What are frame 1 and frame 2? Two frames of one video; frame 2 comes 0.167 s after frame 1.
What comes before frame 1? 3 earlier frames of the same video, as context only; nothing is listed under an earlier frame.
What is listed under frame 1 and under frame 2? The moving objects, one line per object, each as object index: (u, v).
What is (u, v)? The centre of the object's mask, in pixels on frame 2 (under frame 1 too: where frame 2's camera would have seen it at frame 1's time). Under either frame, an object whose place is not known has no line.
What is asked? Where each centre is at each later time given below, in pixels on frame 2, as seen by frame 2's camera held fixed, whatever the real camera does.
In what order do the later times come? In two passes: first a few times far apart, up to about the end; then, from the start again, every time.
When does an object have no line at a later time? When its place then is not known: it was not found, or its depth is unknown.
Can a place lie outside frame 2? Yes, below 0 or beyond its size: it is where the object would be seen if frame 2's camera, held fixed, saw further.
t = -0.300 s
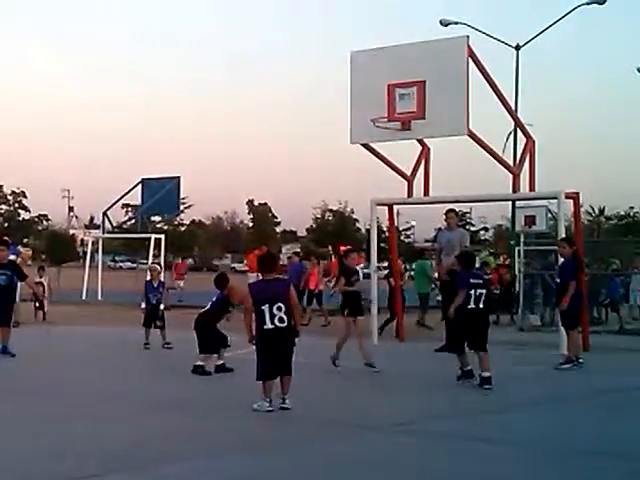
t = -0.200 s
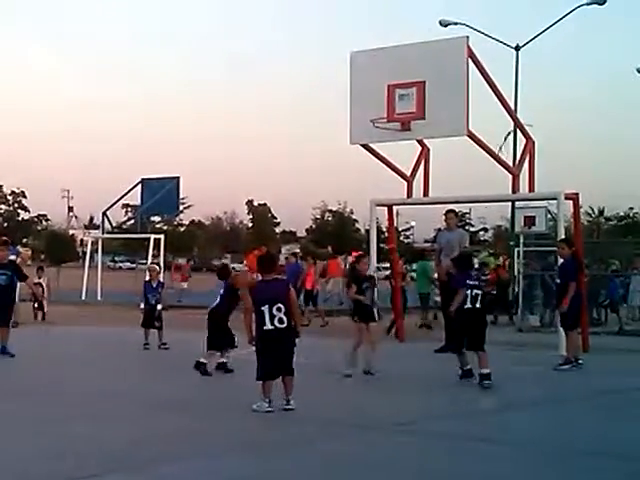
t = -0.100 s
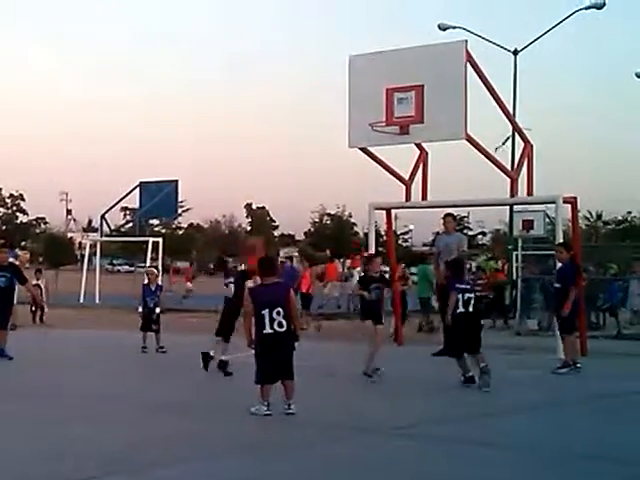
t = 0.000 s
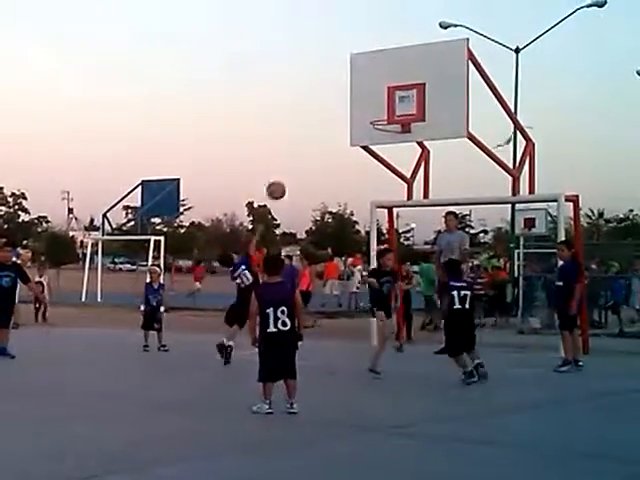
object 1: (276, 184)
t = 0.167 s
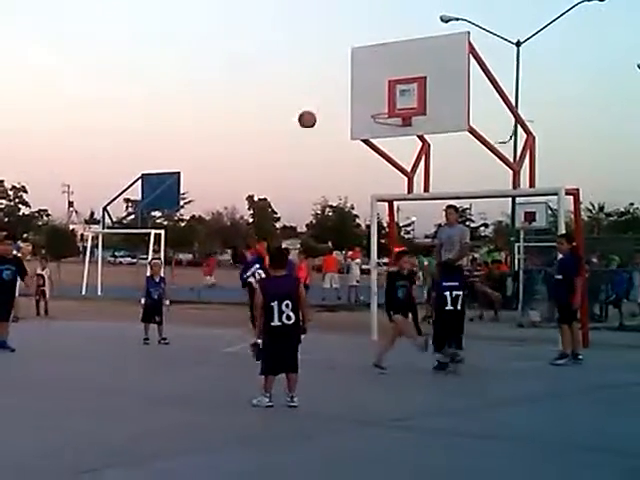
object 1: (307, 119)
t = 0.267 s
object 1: (324, 94)
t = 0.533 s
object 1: (365, 71)
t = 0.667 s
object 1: (383, 81)
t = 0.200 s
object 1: (313, 110)
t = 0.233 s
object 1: (318, 101)
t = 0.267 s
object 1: (324, 94)
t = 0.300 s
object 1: (329, 87)
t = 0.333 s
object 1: (334, 82)
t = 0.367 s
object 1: (340, 78)
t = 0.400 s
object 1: (345, 75)
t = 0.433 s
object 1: (351, 72)
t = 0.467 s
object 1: (355, 71)
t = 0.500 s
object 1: (360, 70)
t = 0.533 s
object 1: (365, 71)
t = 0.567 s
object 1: (370, 72)
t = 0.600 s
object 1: (374, 74)
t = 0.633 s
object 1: (379, 77)
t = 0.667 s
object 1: (383, 81)
